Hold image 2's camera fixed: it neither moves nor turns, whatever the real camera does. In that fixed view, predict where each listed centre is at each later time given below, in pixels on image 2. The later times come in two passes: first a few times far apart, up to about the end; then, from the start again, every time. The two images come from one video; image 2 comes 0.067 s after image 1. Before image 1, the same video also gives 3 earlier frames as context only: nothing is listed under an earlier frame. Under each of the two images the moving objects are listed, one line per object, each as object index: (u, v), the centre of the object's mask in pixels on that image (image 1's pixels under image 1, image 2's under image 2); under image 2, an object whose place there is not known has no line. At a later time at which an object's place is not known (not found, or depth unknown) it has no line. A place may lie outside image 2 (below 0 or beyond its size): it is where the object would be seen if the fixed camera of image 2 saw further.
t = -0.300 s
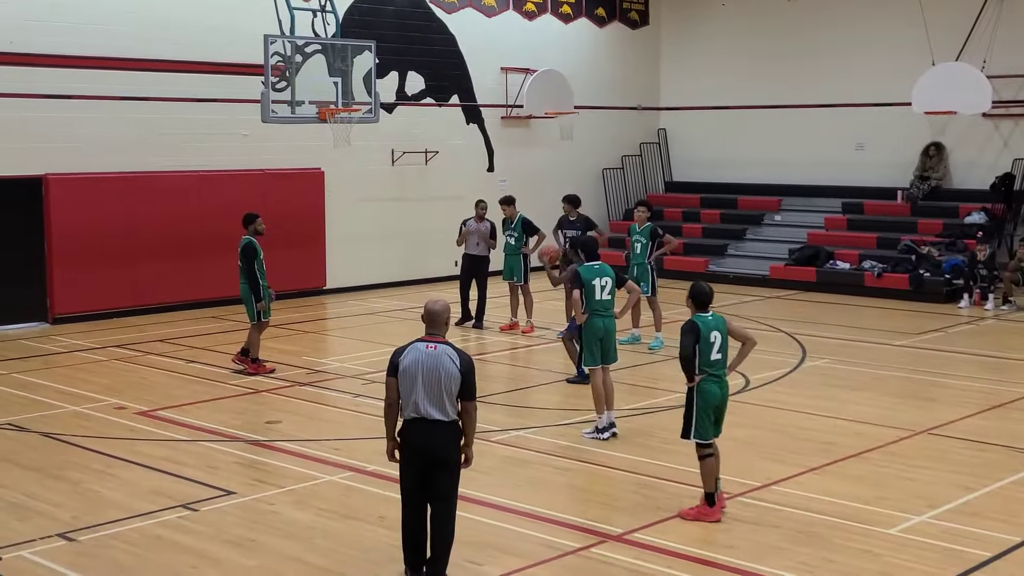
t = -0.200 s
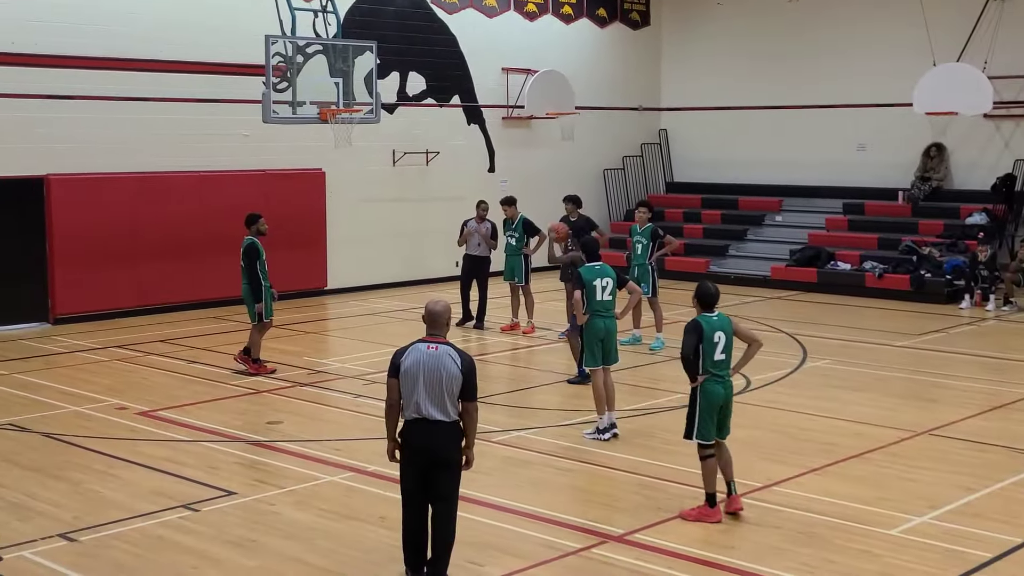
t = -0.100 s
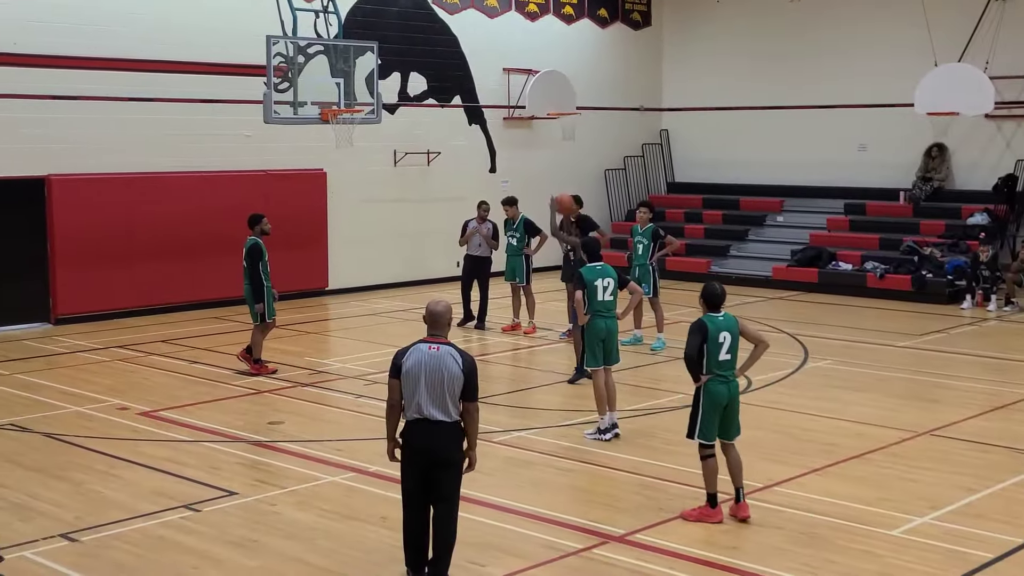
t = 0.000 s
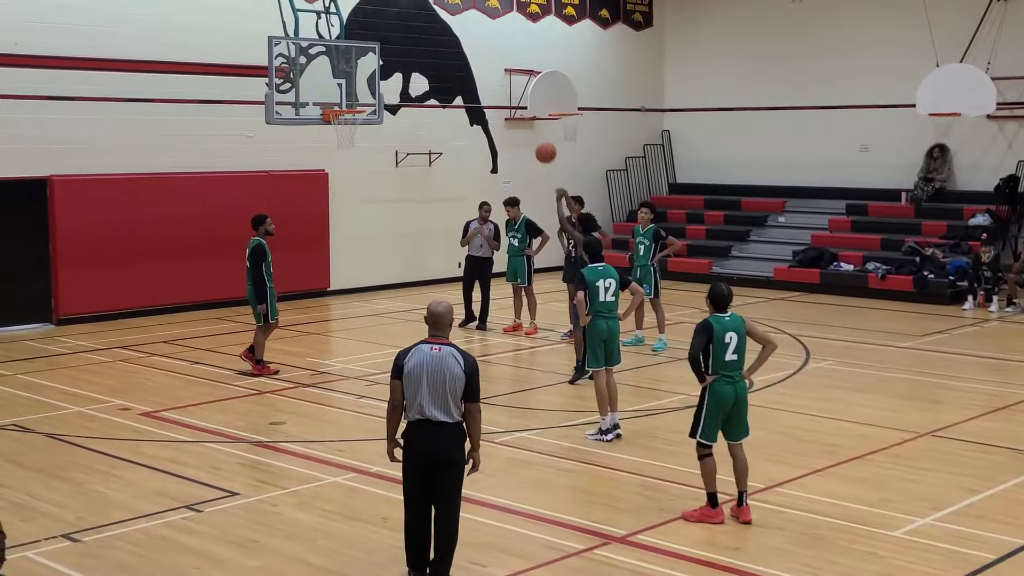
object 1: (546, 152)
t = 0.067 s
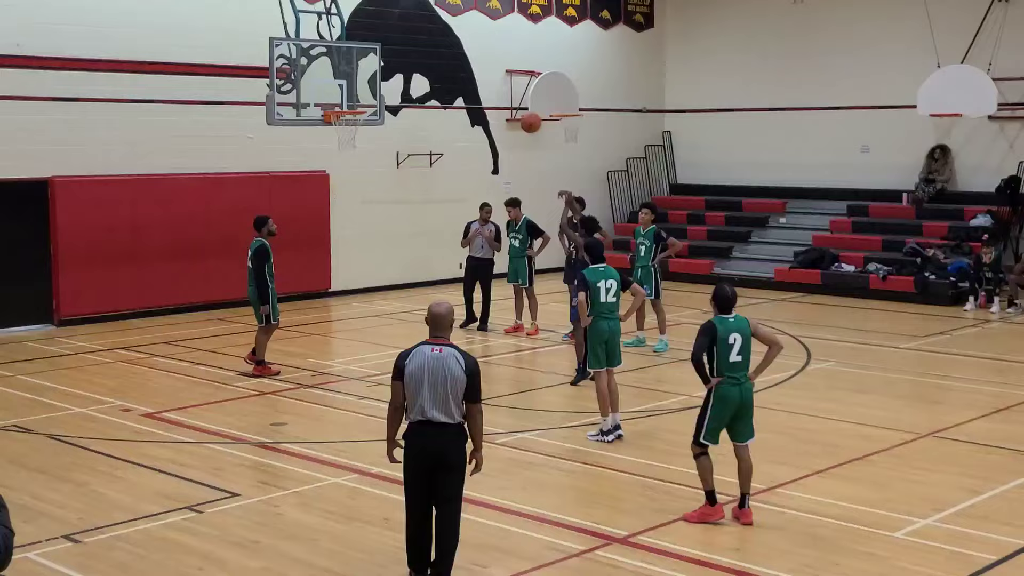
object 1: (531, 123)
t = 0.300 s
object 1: (478, 48)
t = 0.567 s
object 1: (425, 25)
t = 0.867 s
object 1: (372, 66)
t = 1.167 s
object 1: (336, 140)
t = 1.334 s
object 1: (330, 177)
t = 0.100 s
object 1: (523, 109)
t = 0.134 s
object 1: (515, 96)
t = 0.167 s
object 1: (507, 84)
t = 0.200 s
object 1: (500, 74)
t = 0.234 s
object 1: (493, 64)
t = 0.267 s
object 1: (485, 56)
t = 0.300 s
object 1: (478, 48)
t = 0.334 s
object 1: (471, 42)
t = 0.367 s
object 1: (464, 37)
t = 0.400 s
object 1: (457, 33)
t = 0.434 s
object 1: (450, 29)
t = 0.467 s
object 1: (444, 27)
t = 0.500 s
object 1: (437, 25)
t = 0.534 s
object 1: (431, 25)
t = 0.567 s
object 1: (425, 25)
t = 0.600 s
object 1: (419, 26)
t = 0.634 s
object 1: (412, 28)
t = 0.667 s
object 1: (406, 31)
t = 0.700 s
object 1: (400, 35)
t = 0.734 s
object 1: (394, 40)
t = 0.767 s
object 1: (389, 45)
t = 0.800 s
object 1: (384, 51)
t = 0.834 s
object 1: (378, 58)
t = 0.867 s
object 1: (372, 66)
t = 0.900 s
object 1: (367, 75)
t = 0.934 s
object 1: (361, 84)
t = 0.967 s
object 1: (356, 94)
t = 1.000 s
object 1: (351, 103)
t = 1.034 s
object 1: (347, 117)
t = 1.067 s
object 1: (342, 126)
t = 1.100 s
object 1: (340, 131)
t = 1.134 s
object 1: (338, 135)
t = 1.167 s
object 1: (336, 140)
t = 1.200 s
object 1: (335, 146)
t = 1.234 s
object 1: (333, 152)
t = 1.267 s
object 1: (332, 160)
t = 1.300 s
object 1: (331, 168)
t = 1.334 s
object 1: (330, 177)
